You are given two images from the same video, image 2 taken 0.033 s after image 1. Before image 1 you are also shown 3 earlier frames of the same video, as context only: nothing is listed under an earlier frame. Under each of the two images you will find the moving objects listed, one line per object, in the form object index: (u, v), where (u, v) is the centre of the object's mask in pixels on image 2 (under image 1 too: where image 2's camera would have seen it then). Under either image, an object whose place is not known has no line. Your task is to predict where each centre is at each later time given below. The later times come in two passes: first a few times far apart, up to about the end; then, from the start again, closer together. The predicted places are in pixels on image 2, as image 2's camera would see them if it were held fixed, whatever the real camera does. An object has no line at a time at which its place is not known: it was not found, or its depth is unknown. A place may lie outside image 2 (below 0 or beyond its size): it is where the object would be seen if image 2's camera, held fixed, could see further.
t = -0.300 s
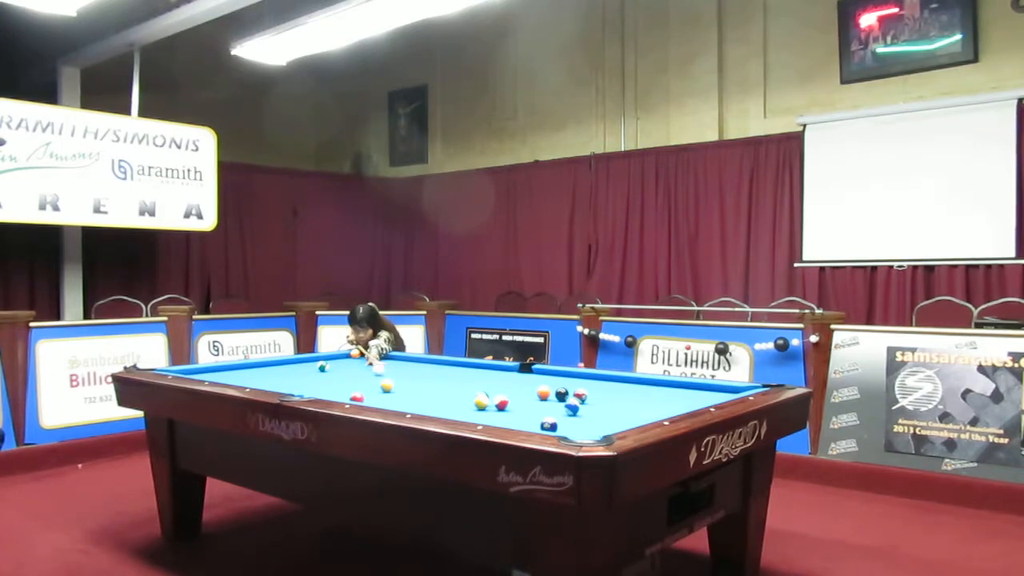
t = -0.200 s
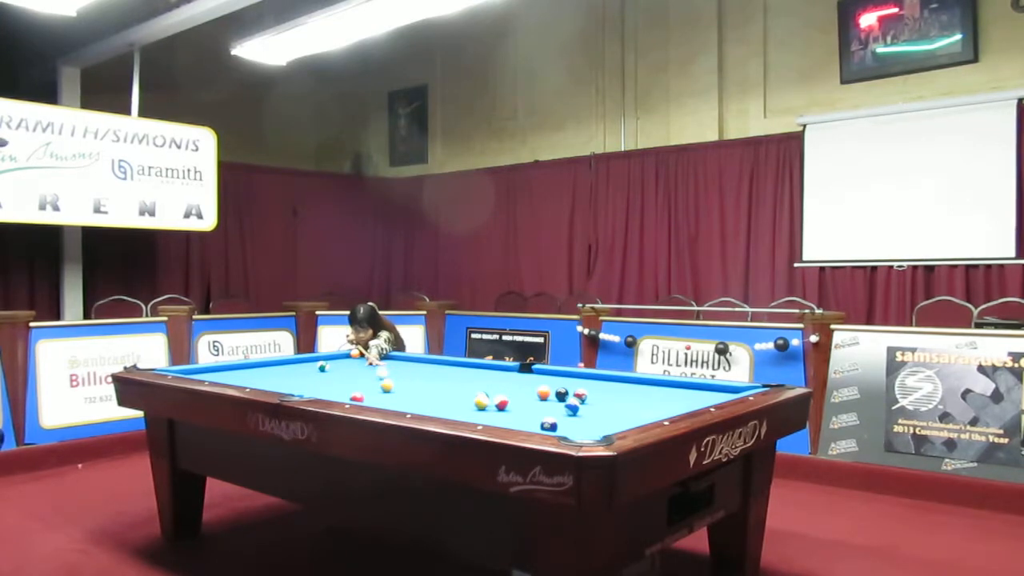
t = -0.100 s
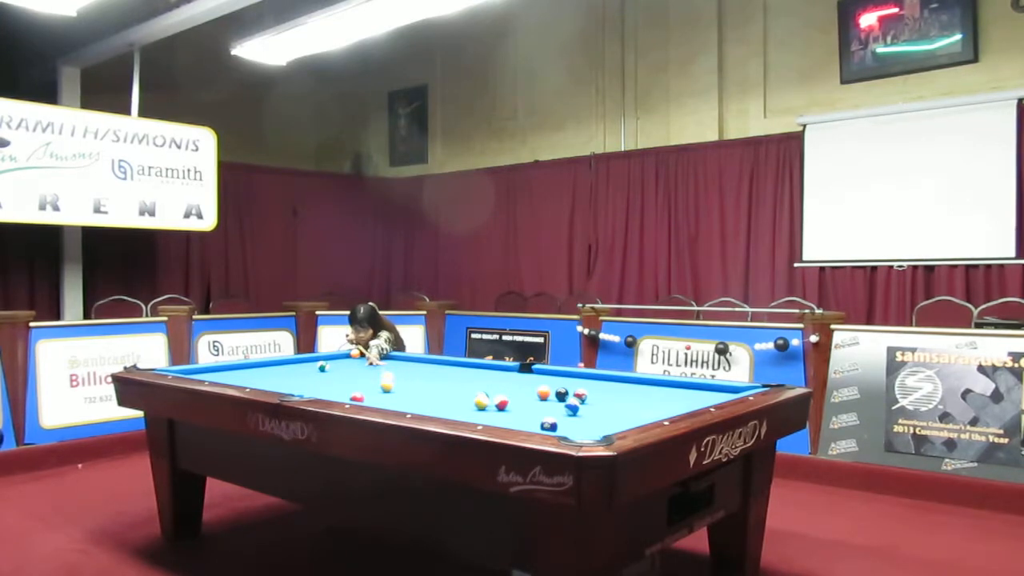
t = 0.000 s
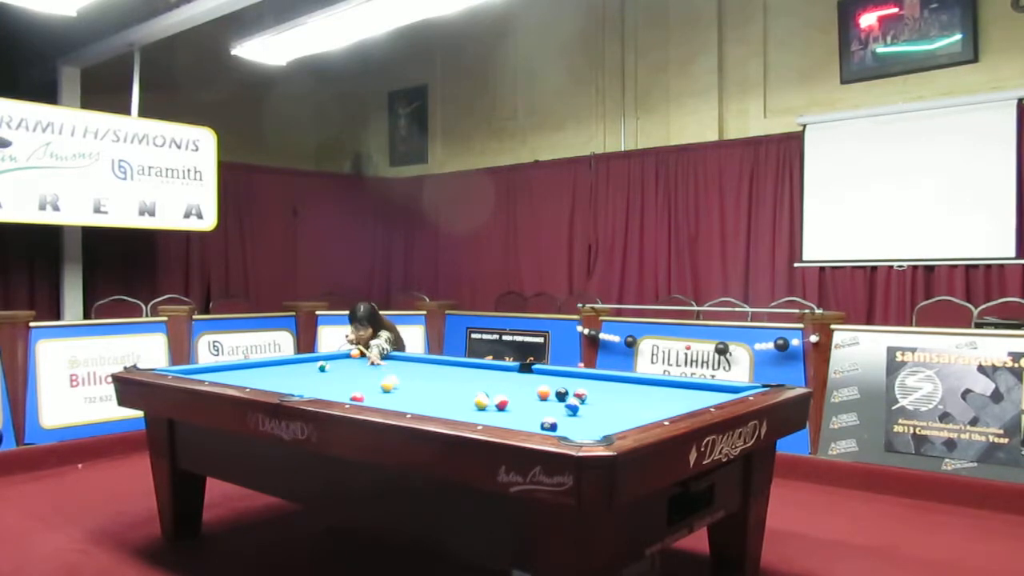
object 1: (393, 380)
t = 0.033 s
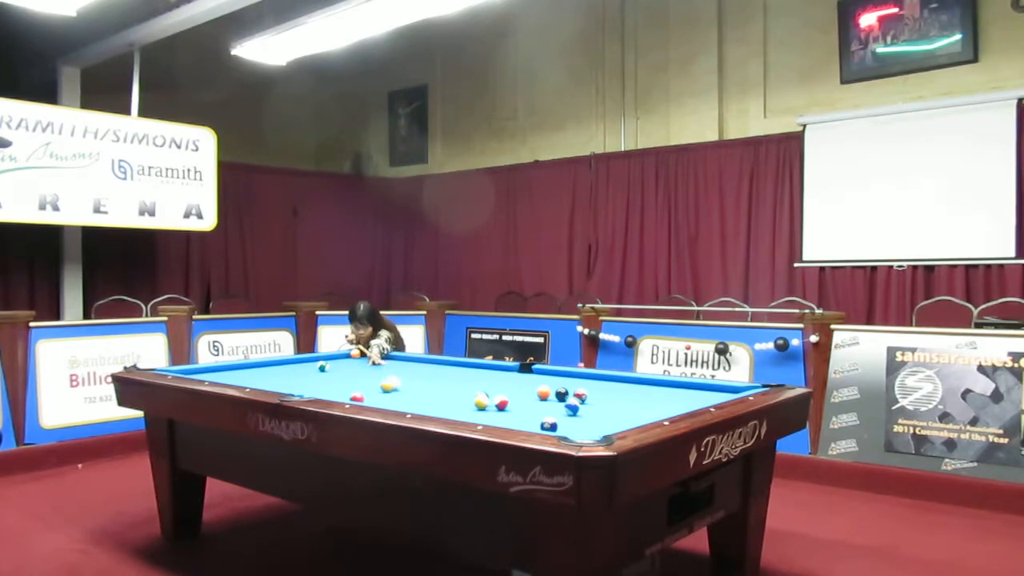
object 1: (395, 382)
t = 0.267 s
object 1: (431, 388)
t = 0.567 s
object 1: (480, 389)
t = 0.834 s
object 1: (529, 400)
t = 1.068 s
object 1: (566, 405)
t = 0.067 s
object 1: (398, 384)
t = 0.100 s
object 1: (405, 384)
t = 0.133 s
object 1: (410, 385)
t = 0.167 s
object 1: (415, 385)
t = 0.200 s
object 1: (421, 386)
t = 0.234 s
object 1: (426, 387)
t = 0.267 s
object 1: (431, 388)
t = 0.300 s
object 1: (437, 388)
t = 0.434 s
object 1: (458, 391)
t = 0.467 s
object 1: (464, 392)
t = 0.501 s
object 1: (470, 392)
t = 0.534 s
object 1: (473, 392)
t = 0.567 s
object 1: (480, 389)
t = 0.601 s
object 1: (488, 393)
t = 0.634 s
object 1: (490, 394)
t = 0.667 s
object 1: (498, 393)
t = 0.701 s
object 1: (505, 394)
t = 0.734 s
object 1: (512, 398)
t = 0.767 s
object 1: (517, 399)
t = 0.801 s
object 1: (523, 399)
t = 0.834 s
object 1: (529, 400)
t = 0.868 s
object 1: (535, 401)
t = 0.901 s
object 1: (541, 402)
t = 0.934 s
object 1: (548, 403)
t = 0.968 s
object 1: (555, 404)
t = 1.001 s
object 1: (559, 404)
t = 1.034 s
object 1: (563, 404)
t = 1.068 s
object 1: (566, 405)
